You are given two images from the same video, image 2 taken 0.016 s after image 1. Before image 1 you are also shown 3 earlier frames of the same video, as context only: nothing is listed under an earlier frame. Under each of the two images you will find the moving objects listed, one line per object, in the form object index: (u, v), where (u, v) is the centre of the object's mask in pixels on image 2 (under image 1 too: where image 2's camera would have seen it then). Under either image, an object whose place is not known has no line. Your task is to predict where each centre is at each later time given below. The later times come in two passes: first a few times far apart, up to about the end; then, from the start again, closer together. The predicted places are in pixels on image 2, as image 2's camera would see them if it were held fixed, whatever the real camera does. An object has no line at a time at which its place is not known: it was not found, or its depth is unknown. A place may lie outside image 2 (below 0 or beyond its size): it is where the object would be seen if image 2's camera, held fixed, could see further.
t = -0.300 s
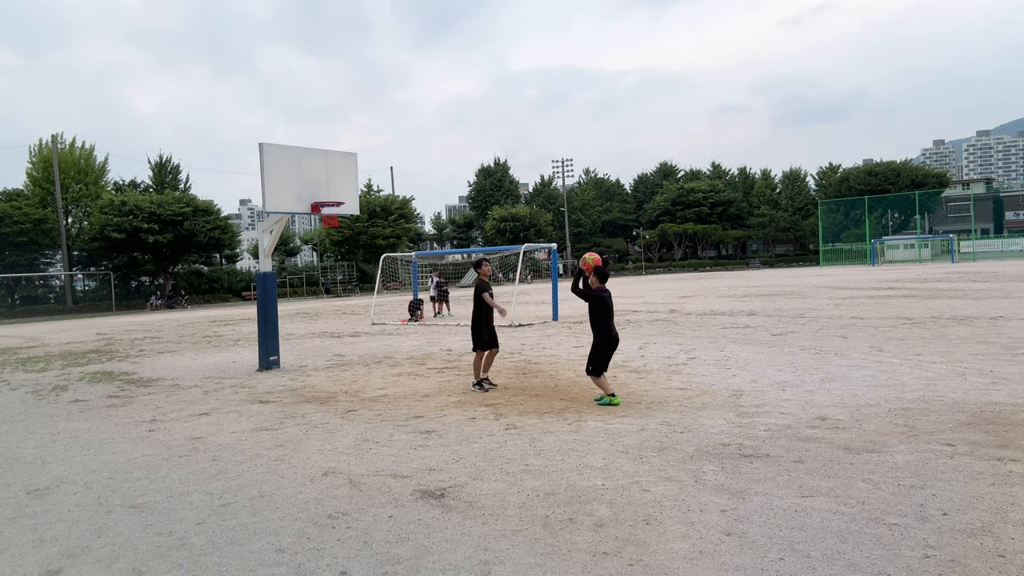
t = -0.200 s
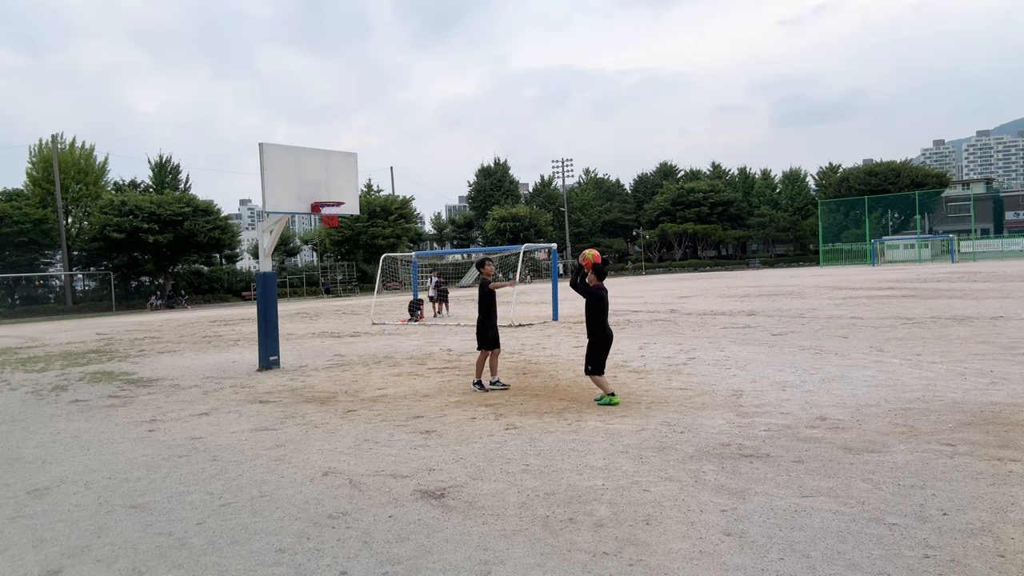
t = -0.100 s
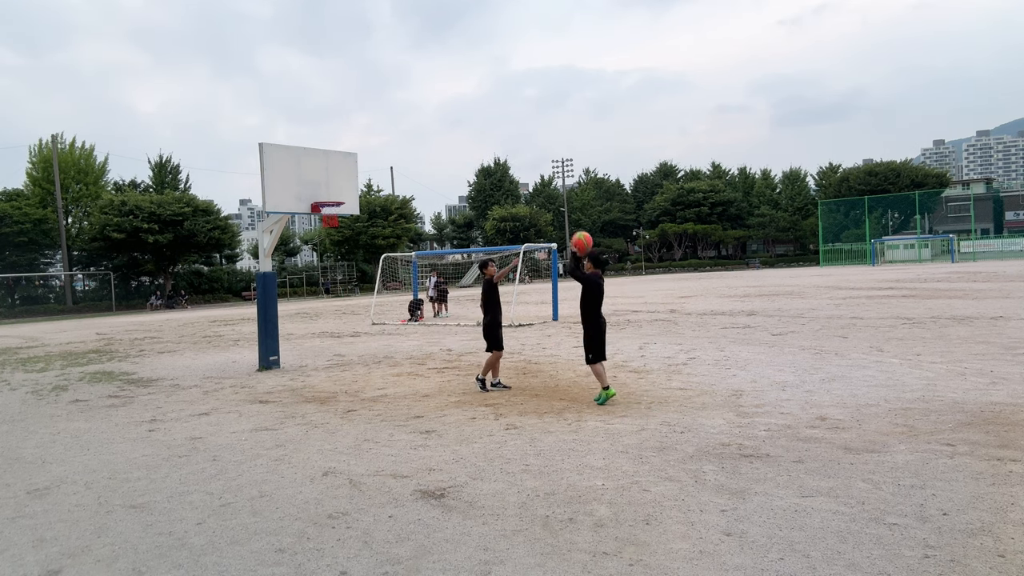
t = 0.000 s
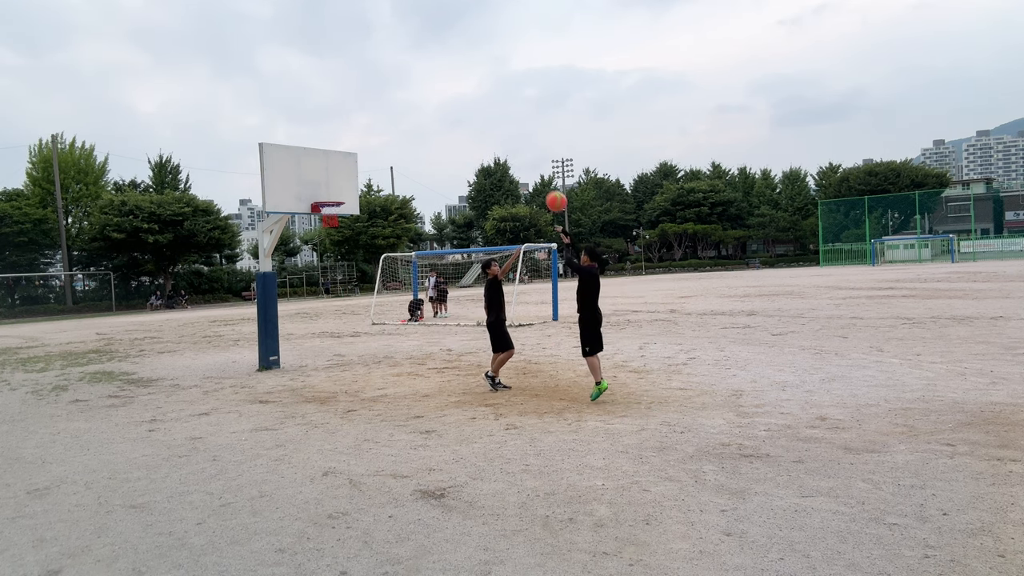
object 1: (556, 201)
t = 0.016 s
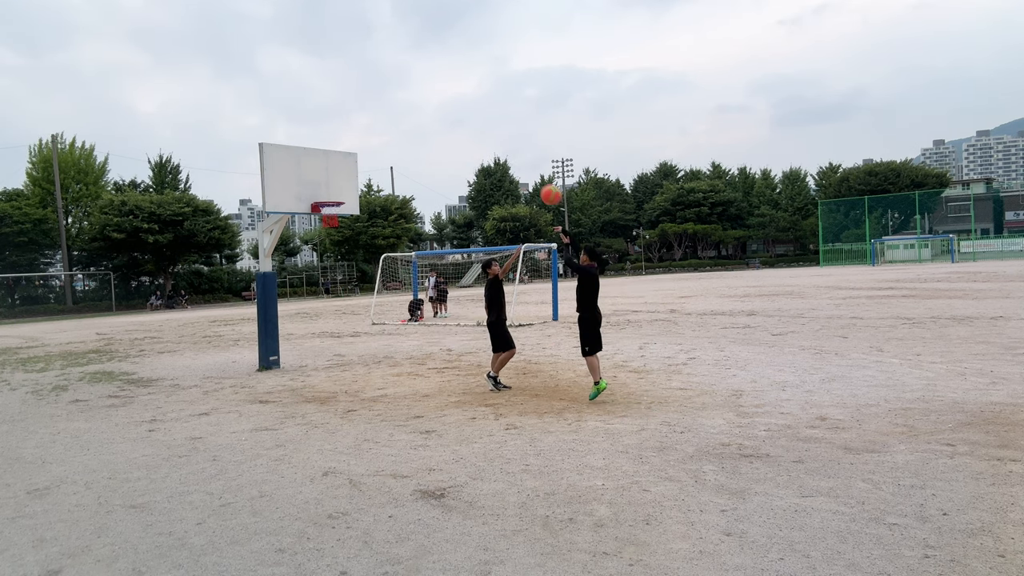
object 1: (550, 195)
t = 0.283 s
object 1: (473, 124)
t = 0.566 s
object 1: (406, 115)
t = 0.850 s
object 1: (352, 158)
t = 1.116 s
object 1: (337, 202)
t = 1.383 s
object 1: (320, 234)
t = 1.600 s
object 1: (304, 290)
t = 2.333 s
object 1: (248, 273)
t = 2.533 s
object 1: (234, 277)
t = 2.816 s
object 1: (218, 329)
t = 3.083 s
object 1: (203, 363)
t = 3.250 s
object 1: (192, 330)
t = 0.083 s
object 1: (530, 170)
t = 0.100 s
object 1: (525, 165)
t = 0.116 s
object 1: (520, 160)
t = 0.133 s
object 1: (515, 155)
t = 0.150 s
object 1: (510, 151)
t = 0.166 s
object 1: (505, 147)
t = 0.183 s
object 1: (500, 143)
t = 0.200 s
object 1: (496, 139)
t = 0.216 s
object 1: (491, 136)
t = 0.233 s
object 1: (486, 133)
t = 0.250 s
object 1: (482, 129)
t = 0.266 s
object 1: (478, 127)
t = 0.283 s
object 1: (473, 124)
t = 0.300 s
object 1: (469, 122)
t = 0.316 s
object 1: (465, 120)
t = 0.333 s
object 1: (460, 118)
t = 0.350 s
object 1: (456, 117)
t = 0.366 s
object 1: (452, 115)
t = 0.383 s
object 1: (448, 114)
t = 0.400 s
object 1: (444, 113)
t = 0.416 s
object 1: (440, 112)
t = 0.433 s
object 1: (436, 112)
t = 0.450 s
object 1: (432, 112)
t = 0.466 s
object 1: (428, 112)
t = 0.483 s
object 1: (424, 112)
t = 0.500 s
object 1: (420, 112)
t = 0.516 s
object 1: (417, 112)
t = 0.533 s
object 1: (413, 113)
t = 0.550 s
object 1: (410, 114)
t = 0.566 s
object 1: (406, 115)
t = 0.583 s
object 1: (402, 116)
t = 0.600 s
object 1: (399, 117)
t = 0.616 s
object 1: (396, 119)
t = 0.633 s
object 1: (392, 120)
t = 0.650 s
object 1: (389, 123)
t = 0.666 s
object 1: (386, 124)
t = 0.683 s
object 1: (382, 127)
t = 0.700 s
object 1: (379, 129)
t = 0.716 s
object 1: (376, 132)
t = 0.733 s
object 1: (372, 135)
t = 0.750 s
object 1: (369, 137)
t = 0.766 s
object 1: (366, 140)
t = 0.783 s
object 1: (364, 144)
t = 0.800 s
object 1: (360, 147)
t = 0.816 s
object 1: (357, 150)
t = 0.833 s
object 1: (355, 154)
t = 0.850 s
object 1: (352, 158)
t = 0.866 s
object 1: (349, 162)
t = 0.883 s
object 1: (346, 166)
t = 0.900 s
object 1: (344, 170)
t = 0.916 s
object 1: (340, 175)
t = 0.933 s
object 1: (338, 179)
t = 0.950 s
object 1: (335, 184)
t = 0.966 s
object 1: (332, 188)
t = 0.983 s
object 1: (330, 193)
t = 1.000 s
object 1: (328, 196)
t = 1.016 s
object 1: (326, 197)
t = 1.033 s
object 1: (323, 199)
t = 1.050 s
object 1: (322, 199)
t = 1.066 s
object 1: (325, 200)
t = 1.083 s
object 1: (328, 199)
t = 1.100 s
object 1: (332, 200)
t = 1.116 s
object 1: (337, 202)
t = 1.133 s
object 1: (338, 203)
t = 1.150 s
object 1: (338, 204)
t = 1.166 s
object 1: (338, 205)
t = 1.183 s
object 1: (335, 209)
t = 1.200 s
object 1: (334, 211)
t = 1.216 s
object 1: (332, 213)
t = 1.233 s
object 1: (331, 214)
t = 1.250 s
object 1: (330, 215)
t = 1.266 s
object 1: (328, 216)
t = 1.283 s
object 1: (327, 218)
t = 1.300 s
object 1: (326, 221)
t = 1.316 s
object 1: (325, 223)
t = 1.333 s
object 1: (323, 226)
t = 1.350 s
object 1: (322, 228)
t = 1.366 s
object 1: (321, 231)
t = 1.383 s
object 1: (320, 234)
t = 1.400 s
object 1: (318, 237)
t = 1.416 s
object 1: (317, 240)
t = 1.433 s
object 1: (316, 244)
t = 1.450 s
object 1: (315, 248)
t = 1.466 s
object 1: (313, 251)
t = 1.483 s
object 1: (312, 256)
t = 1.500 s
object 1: (311, 260)
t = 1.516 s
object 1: (310, 265)
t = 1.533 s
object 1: (308, 270)
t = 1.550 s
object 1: (307, 274)
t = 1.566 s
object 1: (306, 279)
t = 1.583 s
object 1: (304, 285)
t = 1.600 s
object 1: (304, 290)
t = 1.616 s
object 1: (302, 295)
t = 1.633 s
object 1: (301, 301)
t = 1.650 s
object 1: (299, 308)
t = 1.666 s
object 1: (299, 314)
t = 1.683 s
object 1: (298, 321)
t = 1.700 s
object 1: (296, 328)
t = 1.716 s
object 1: (296, 334)
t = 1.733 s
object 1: (294, 341)
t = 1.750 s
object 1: (293, 349)
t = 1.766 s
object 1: (292, 356)
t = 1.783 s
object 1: (291, 364)
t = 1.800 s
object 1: (290, 372)
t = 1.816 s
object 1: (289, 381)
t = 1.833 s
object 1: (288, 380)
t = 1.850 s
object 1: (286, 373)
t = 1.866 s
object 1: (284, 367)
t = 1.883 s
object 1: (283, 361)
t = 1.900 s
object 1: (282, 356)
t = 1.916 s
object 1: (280, 350)
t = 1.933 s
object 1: (278, 345)
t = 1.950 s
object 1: (277, 340)
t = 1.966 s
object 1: (276, 335)
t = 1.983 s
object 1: (275, 330)
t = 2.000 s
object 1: (273, 326)
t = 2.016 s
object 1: (272, 321)
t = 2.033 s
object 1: (271, 317)
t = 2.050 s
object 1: (269, 313)
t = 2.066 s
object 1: (268, 310)
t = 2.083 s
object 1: (267, 306)
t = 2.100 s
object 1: (266, 302)
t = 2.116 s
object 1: (264, 299)
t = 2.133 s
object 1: (264, 296)
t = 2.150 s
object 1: (262, 293)
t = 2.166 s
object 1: (260, 290)
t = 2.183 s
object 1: (259, 288)
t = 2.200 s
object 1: (258, 285)
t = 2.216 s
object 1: (257, 283)
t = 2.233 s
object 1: (255, 281)
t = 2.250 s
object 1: (254, 279)
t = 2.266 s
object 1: (253, 278)
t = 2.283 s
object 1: (252, 277)
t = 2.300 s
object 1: (250, 276)
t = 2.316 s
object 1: (249, 274)
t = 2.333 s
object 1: (248, 273)
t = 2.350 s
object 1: (247, 273)
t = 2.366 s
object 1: (246, 273)
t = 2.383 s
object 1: (245, 272)
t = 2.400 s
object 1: (244, 272)
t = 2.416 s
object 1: (242, 272)
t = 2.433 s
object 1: (241, 272)
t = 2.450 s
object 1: (240, 272)
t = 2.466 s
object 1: (239, 273)
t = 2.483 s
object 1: (237, 274)
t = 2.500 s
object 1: (236, 274)
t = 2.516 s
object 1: (235, 276)
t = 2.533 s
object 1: (234, 277)
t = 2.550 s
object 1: (233, 279)
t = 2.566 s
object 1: (232, 280)
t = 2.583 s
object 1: (231, 282)
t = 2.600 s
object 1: (230, 284)
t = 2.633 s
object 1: (228, 289)
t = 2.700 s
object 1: (224, 300)
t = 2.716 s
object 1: (223, 304)
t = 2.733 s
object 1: (222, 308)
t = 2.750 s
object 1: (221, 312)
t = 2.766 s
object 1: (221, 315)
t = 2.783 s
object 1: (220, 320)
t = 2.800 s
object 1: (219, 324)
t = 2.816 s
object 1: (218, 329)
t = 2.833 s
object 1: (217, 334)
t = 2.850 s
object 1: (216, 339)
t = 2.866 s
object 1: (215, 344)
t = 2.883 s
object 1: (214, 349)
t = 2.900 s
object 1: (214, 354)
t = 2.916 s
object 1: (213, 360)
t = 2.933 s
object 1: (212, 366)
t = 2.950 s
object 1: (212, 372)
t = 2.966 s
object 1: (211, 379)
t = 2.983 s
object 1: (210, 385)
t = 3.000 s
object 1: (209, 387)
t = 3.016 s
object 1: (208, 382)
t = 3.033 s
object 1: (207, 377)
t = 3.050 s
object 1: (205, 372)
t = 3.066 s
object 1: (204, 368)
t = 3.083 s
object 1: (203, 363)
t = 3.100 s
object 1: (202, 359)
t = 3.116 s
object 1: (201, 355)
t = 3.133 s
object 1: (200, 352)
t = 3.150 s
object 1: (199, 348)
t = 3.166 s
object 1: (198, 344)
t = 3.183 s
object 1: (196, 341)
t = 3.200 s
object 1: (195, 338)
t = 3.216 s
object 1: (194, 335)
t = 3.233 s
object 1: (193, 333)
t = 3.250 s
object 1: (192, 330)
